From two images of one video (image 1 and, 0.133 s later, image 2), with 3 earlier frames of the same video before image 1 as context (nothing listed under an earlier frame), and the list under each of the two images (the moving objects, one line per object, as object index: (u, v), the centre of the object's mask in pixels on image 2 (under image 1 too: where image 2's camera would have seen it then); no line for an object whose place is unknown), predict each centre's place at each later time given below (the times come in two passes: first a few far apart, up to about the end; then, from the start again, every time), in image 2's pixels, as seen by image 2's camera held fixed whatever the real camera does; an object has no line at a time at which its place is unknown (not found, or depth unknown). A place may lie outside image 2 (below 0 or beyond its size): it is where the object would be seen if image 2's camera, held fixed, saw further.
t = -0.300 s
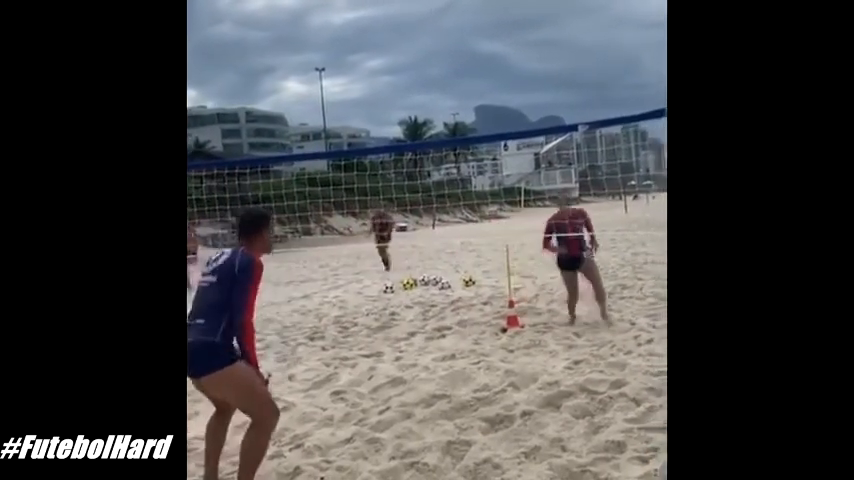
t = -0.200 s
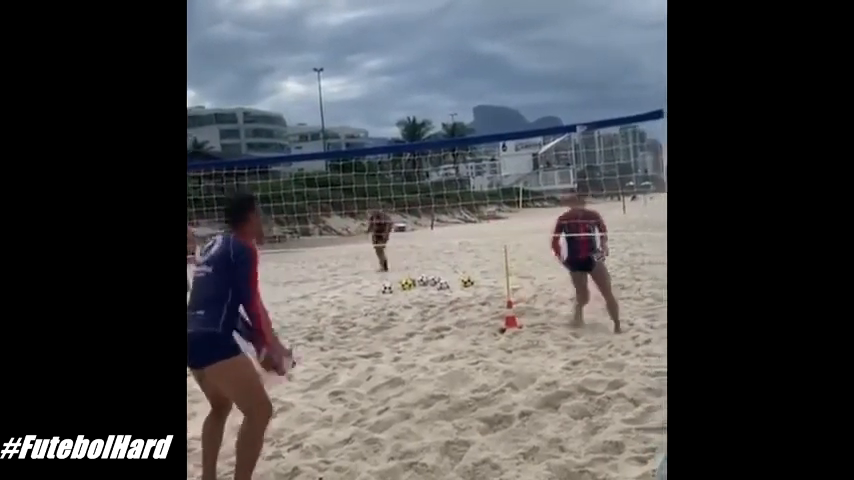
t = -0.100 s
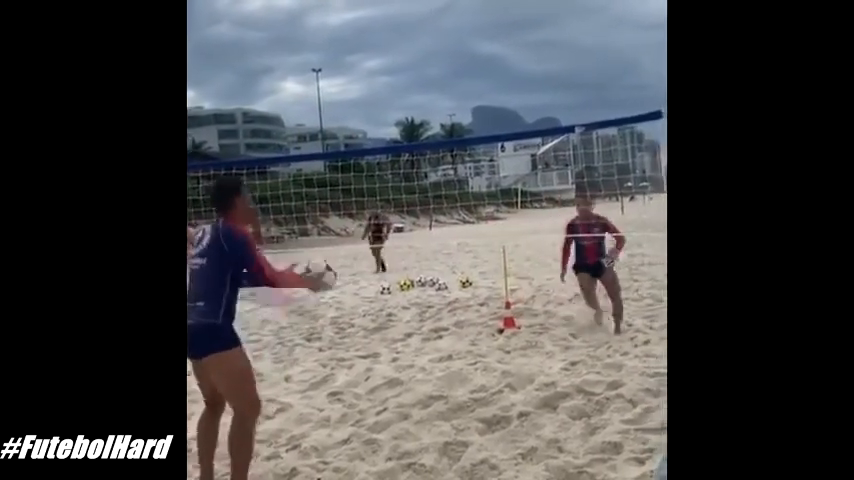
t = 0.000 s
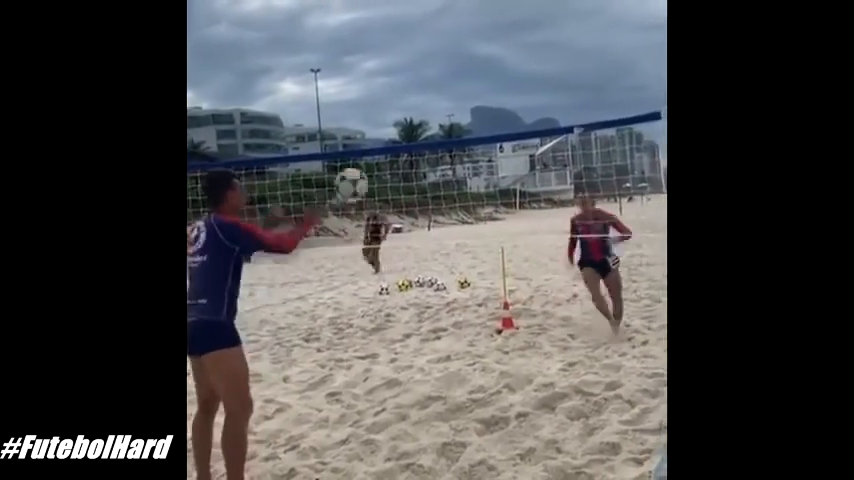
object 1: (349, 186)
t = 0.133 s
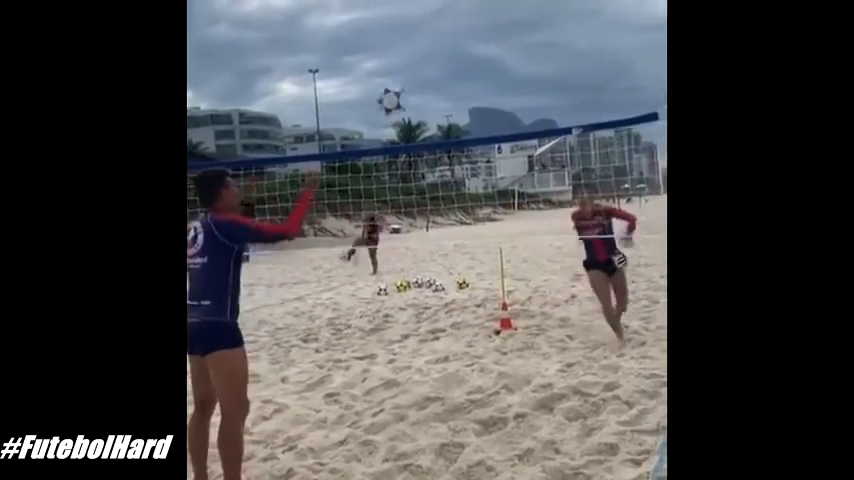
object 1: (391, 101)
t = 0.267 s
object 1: (428, 52)
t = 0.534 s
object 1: (504, 32)
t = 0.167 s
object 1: (400, 84)
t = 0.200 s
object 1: (411, 71)
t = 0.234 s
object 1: (418, 62)
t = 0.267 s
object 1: (428, 52)
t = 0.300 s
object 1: (438, 44)
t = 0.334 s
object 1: (449, 36)
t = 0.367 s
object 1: (459, 31)
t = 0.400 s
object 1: (468, 28)
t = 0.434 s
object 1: (477, 27)
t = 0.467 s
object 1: (486, 27)
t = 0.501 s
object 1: (495, 28)
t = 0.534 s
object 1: (504, 32)
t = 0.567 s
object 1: (512, 37)
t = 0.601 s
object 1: (521, 42)
